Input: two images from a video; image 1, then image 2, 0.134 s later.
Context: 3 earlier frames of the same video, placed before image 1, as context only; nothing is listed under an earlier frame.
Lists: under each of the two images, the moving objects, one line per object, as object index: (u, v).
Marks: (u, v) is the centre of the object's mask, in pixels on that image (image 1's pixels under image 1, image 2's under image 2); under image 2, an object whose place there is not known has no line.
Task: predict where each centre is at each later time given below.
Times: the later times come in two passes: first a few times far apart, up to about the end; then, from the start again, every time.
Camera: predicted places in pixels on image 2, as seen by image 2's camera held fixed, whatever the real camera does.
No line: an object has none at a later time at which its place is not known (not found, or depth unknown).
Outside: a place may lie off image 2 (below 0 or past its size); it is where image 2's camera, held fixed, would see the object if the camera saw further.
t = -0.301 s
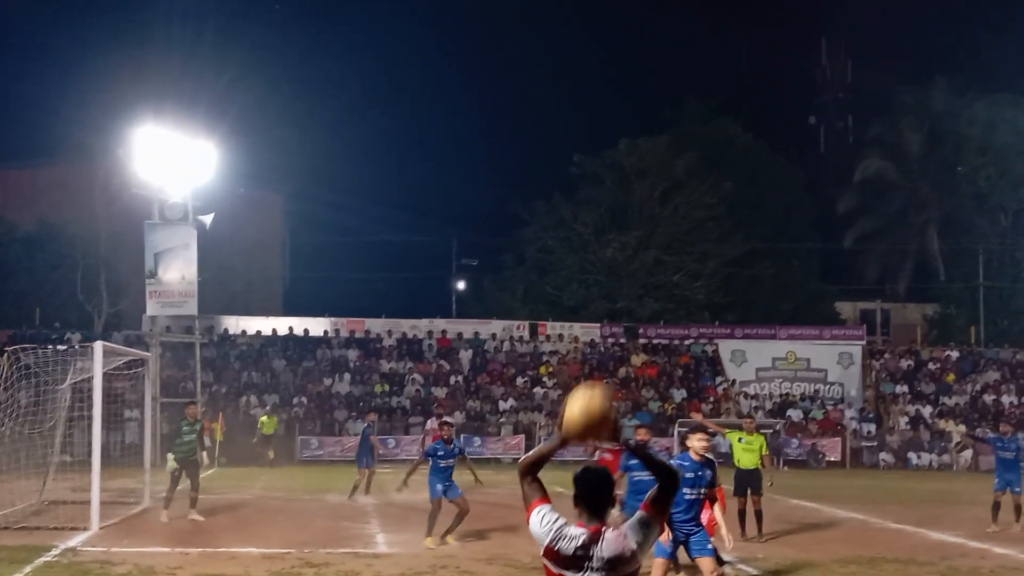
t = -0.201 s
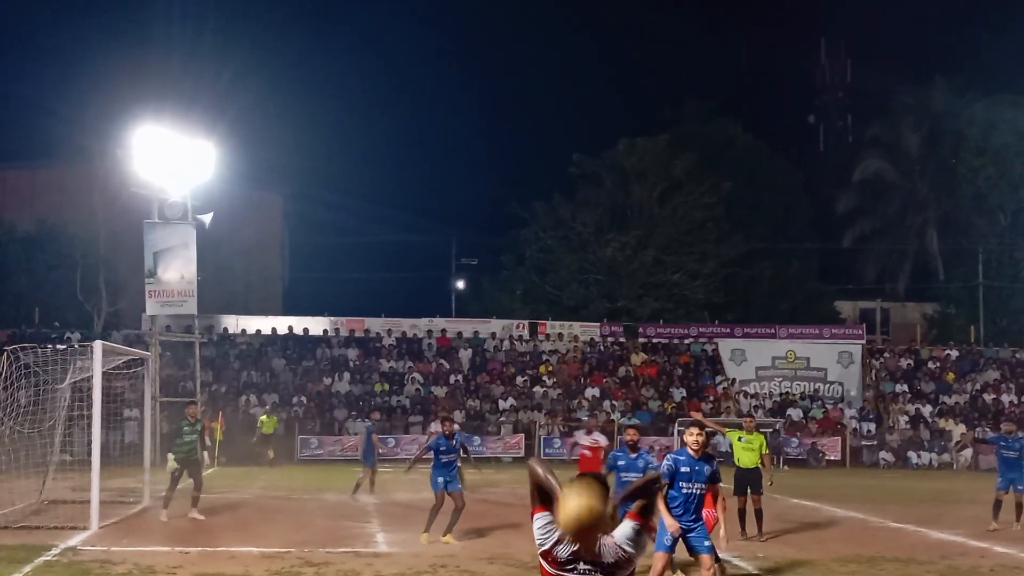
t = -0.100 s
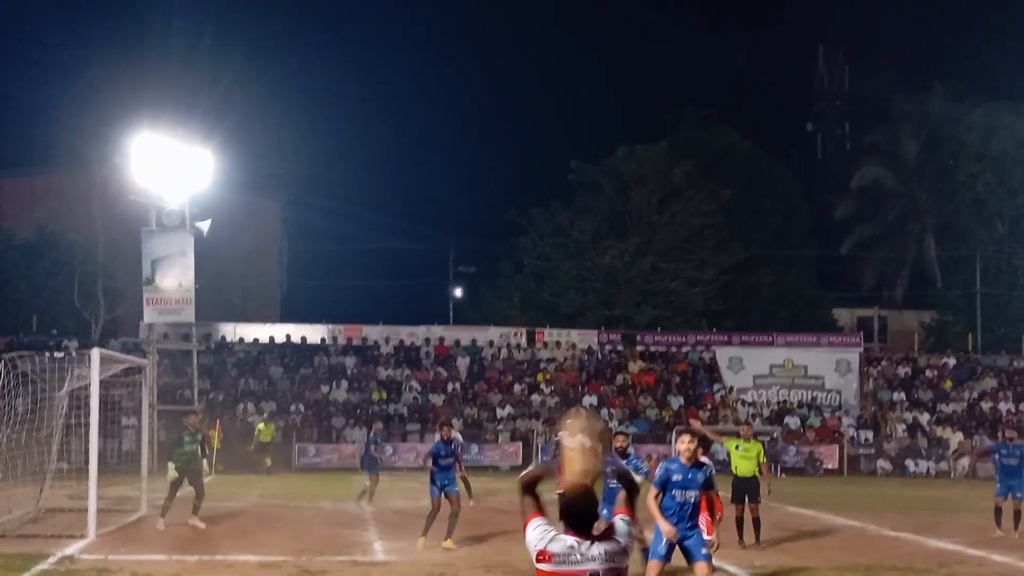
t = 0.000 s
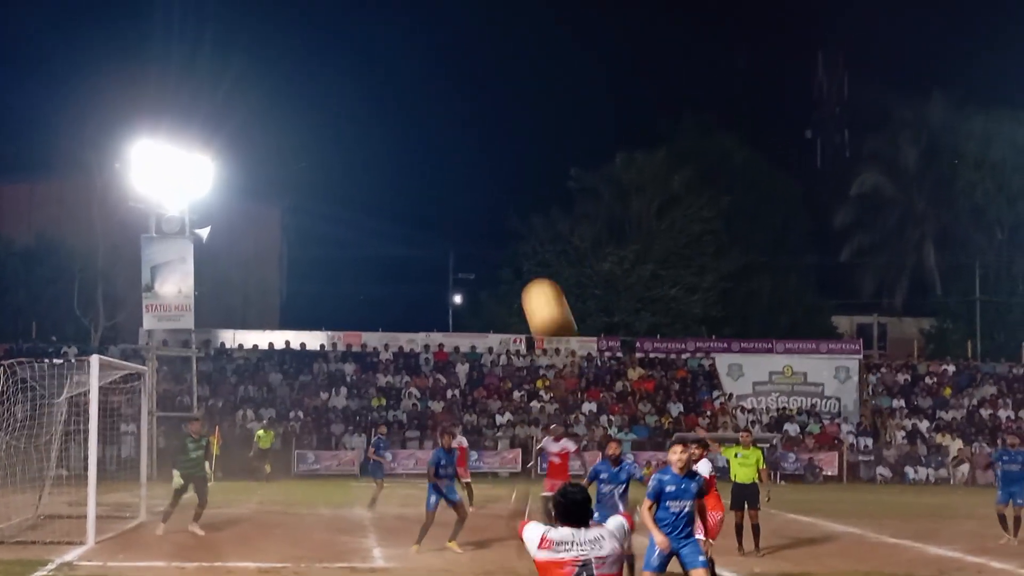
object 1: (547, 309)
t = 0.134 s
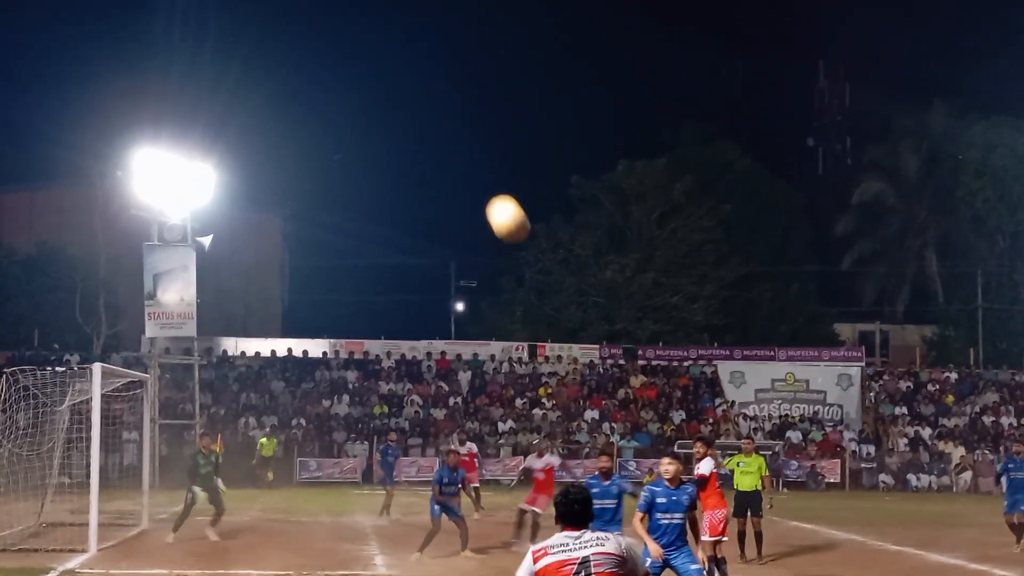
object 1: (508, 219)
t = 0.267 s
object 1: (473, 175)
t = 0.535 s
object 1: (420, 169)
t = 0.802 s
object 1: (380, 224)
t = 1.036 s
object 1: (357, 304)
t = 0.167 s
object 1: (499, 204)
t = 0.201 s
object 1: (490, 192)
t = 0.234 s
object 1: (481, 182)
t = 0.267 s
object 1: (473, 175)
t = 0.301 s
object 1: (466, 170)
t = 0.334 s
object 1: (459, 166)
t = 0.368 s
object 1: (452, 164)
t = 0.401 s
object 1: (445, 162)
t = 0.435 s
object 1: (439, 162)
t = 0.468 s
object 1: (433, 163)
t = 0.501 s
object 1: (426, 166)
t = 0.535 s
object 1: (420, 169)
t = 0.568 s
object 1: (414, 173)
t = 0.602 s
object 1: (409, 177)
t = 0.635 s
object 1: (404, 183)
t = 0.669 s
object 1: (399, 190)
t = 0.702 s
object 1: (394, 198)
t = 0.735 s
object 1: (389, 206)
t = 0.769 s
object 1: (384, 215)
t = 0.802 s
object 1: (380, 224)
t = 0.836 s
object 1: (376, 234)
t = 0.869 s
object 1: (373, 245)
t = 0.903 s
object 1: (369, 256)
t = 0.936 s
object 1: (365, 267)
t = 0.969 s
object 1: (362, 279)
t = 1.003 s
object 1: (359, 292)
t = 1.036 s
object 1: (357, 304)
